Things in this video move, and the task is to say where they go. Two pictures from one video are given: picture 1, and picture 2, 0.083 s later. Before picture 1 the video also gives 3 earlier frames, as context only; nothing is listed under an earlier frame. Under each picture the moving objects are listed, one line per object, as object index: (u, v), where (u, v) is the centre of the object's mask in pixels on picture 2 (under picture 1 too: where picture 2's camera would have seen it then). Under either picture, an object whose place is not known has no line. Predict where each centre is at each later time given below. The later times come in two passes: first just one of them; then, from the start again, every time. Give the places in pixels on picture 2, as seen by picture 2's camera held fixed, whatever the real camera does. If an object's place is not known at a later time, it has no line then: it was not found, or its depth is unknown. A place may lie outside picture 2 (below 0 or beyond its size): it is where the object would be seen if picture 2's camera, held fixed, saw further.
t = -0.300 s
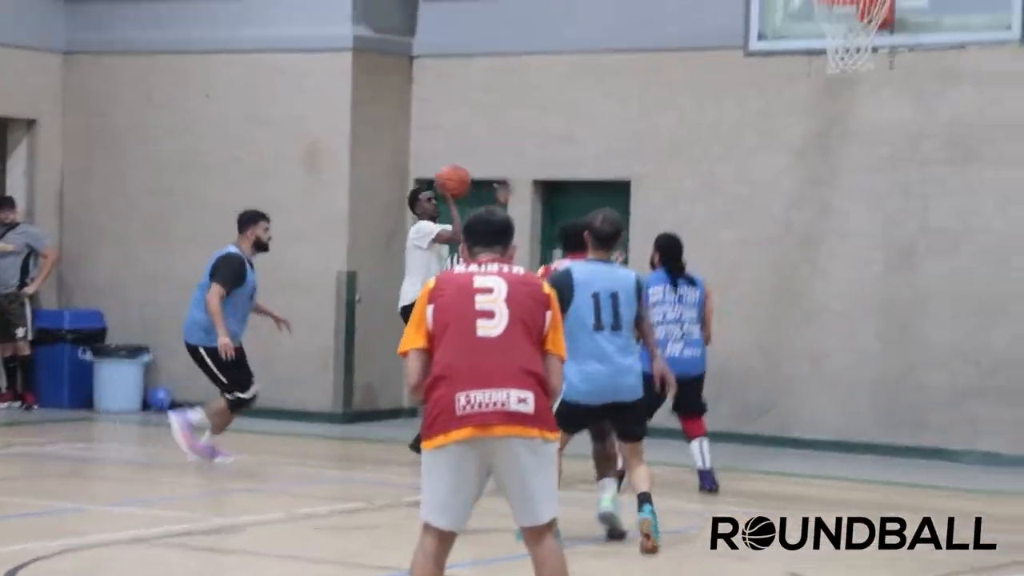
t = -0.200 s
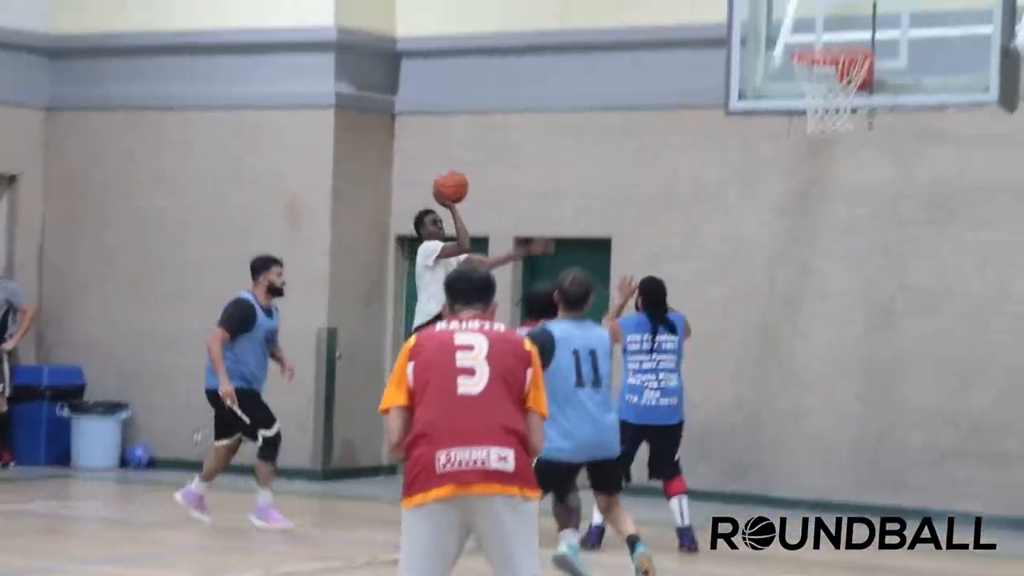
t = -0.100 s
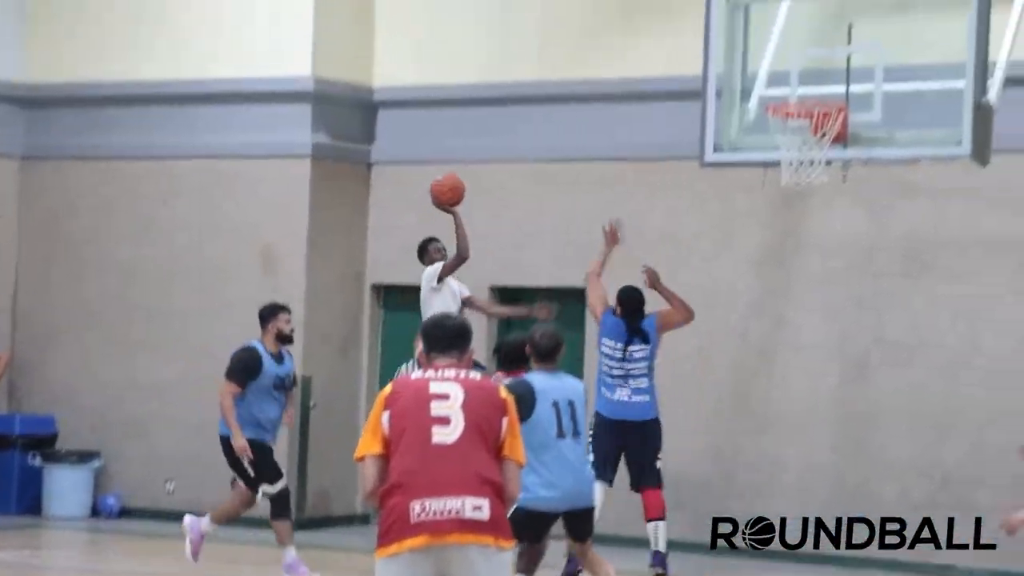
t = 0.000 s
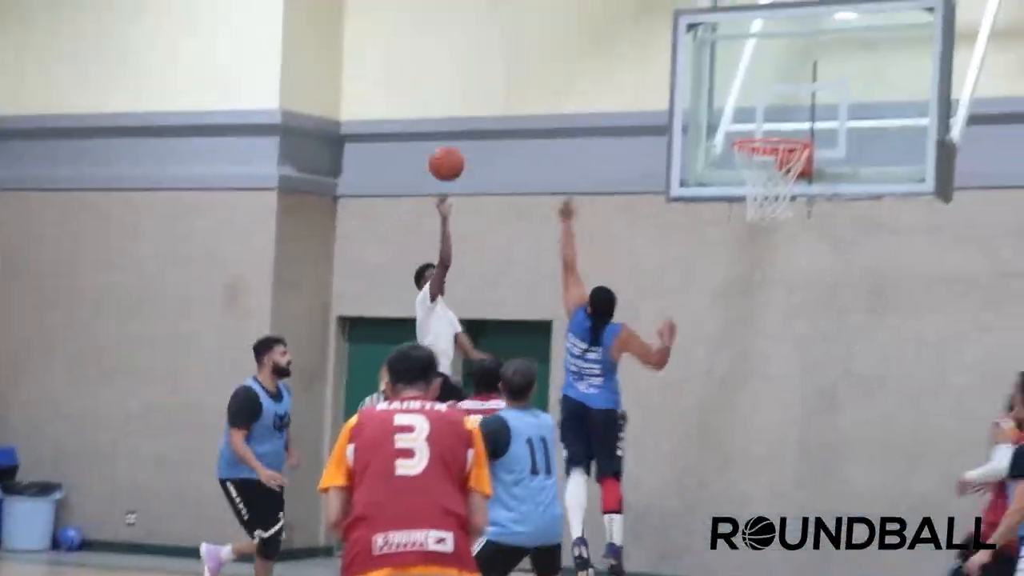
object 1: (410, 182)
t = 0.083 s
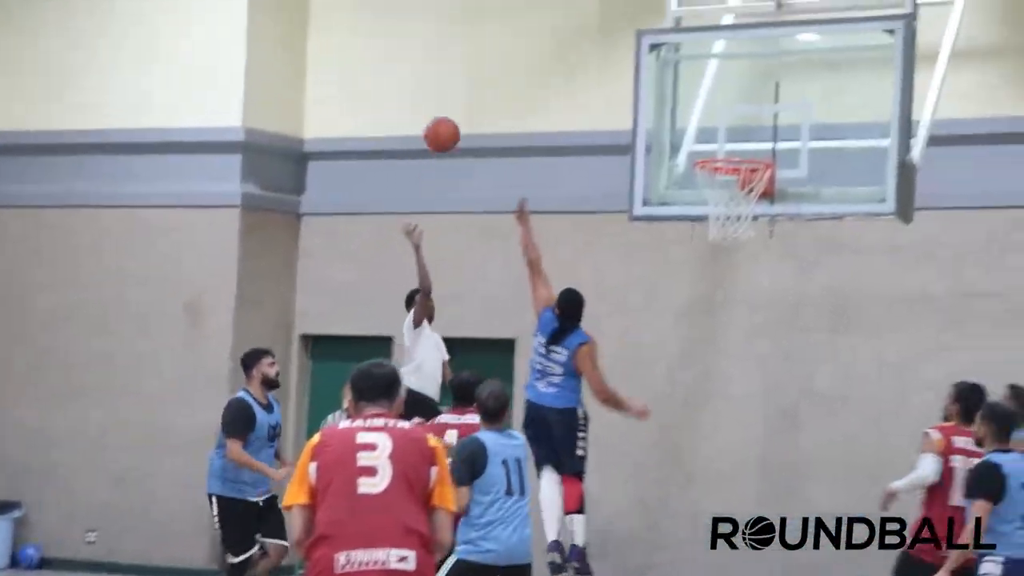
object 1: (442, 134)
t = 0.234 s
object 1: (500, 72)
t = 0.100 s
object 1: (448, 126)
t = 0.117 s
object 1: (455, 118)
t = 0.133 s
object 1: (461, 110)
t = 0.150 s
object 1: (468, 103)
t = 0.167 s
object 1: (474, 96)
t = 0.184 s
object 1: (481, 89)
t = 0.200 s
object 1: (487, 83)
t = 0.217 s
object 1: (493, 78)
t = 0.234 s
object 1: (500, 72)
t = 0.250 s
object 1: (506, 68)
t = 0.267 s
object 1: (513, 63)
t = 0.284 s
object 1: (518, 59)
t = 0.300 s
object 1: (525, 55)
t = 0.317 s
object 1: (531, 52)
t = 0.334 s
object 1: (537, 49)
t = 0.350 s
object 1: (544, 47)
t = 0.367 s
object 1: (550, 45)
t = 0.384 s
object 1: (556, 43)
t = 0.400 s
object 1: (562, 41)
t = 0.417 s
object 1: (569, 40)
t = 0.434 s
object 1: (575, 40)
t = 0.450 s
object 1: (581, 40)
